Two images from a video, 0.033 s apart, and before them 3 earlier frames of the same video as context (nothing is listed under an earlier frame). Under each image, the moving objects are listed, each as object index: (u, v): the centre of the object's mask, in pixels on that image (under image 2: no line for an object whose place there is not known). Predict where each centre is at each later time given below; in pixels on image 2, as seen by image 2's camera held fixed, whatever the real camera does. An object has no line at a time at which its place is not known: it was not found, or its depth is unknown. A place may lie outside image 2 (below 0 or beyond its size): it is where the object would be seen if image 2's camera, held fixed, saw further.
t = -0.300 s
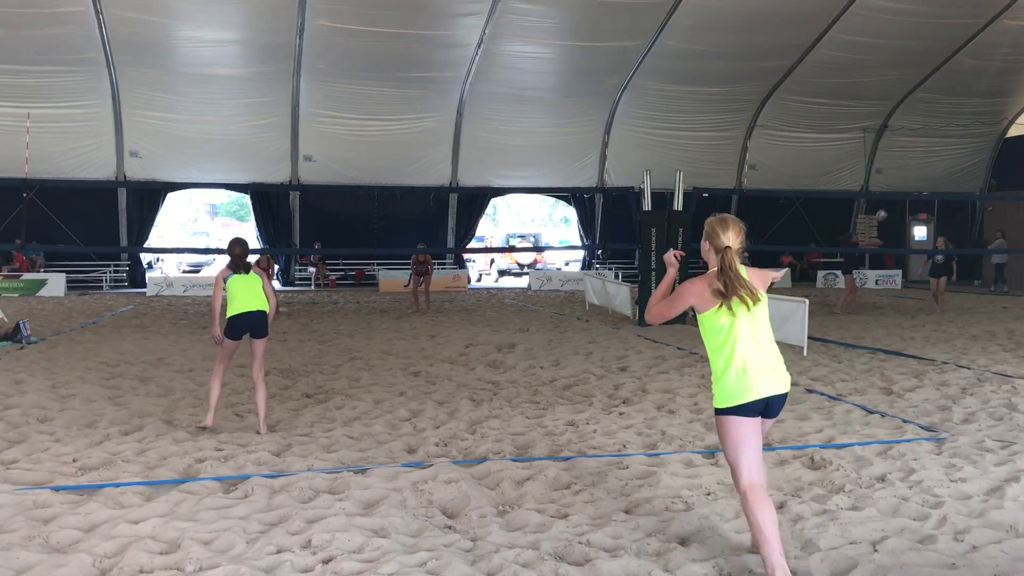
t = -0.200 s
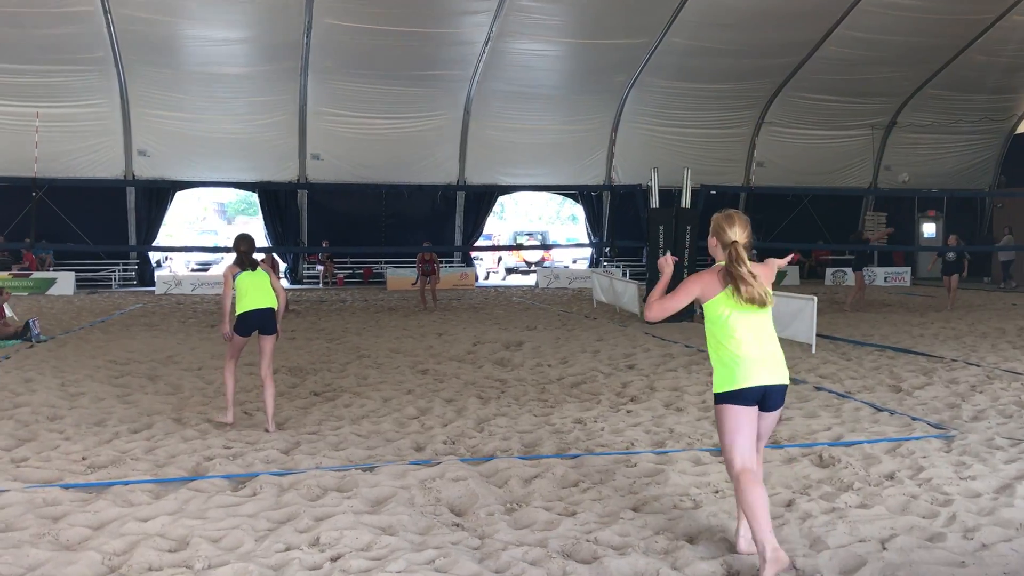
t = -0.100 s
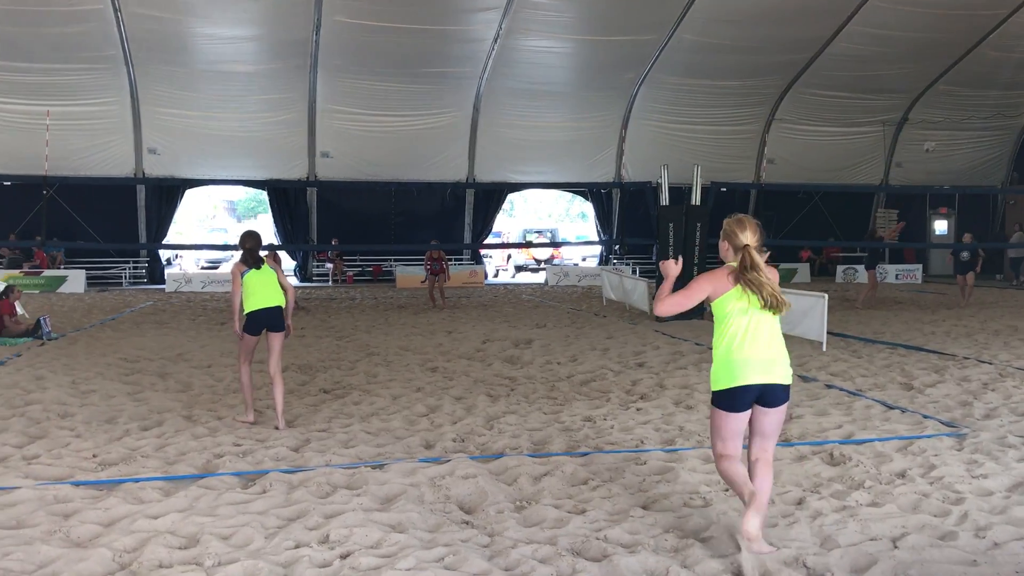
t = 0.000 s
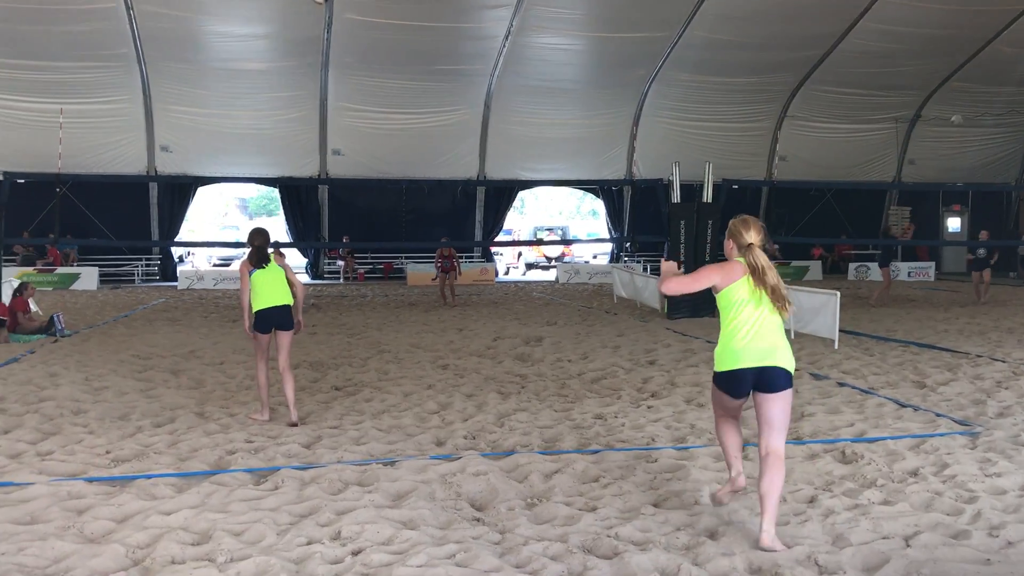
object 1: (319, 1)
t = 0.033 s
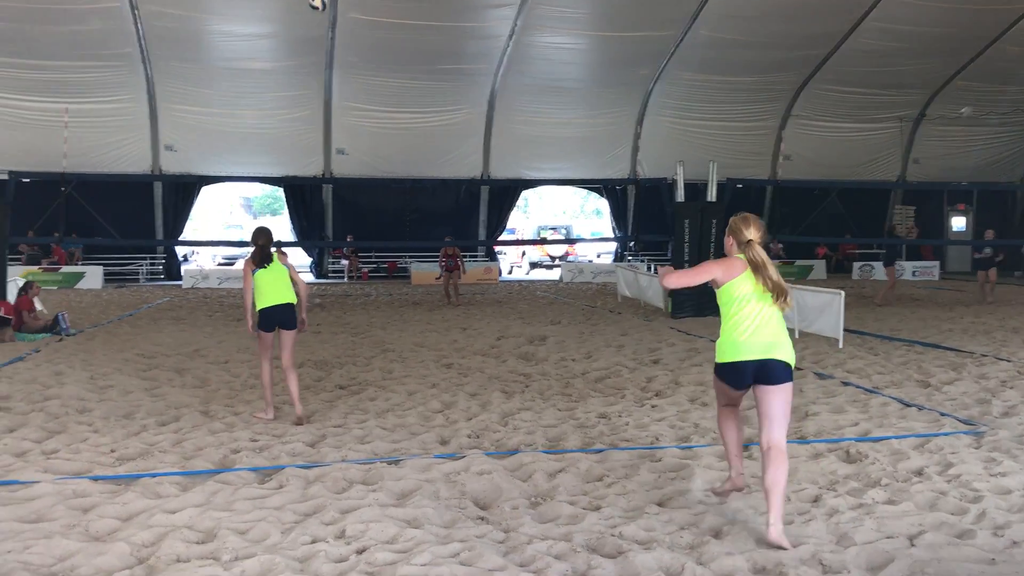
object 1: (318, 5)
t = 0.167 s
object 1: (301, 43)
